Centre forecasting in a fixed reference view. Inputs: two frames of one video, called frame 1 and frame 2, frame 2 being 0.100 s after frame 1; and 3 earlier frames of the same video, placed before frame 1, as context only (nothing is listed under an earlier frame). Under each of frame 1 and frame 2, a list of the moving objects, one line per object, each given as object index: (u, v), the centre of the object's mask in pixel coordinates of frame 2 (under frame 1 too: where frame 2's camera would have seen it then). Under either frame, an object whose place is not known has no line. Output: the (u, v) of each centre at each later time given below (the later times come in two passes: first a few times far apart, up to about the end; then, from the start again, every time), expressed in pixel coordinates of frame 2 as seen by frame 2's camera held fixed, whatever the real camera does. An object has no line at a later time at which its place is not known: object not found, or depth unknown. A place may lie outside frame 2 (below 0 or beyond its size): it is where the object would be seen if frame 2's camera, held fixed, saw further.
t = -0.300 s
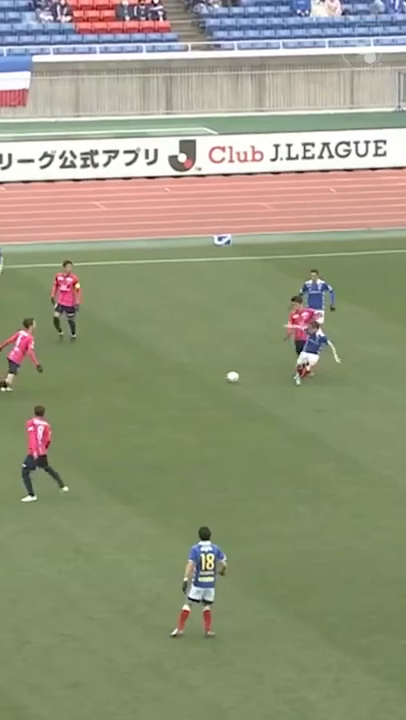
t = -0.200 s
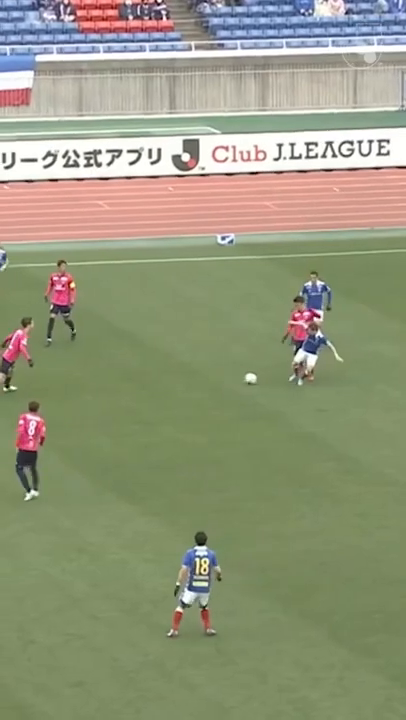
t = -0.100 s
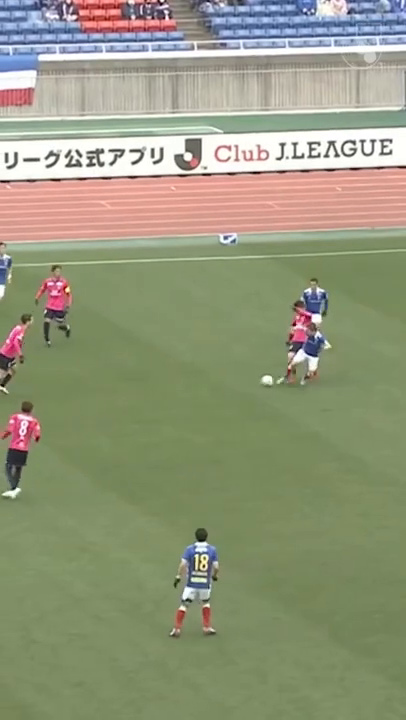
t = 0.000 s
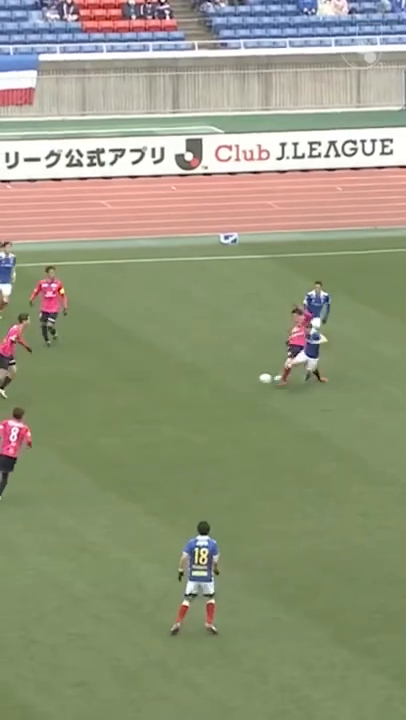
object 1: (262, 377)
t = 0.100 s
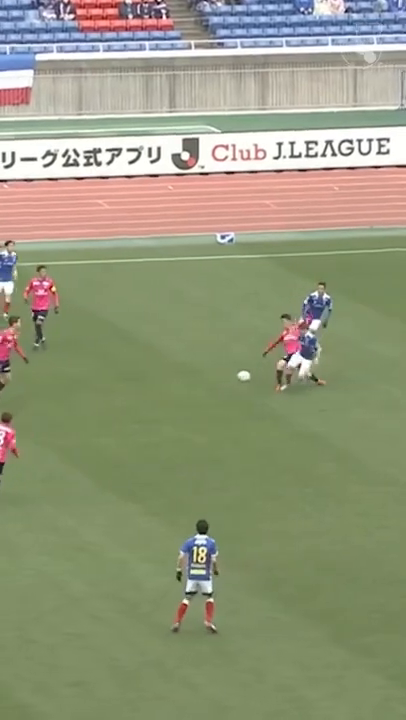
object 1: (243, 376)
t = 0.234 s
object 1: (219, 381)
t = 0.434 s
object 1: (181, 407)
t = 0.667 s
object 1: (147, 411)
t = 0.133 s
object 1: (237, 376)
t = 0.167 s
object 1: (232, 377)
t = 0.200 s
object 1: (225, 379)
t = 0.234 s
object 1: (219, 381)
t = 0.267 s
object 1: (212, 383)
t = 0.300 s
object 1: (206, 387)
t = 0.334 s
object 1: (200, 391)
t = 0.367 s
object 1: (193, 396)
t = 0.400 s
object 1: (187, 401)
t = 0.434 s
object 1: (181, 407)
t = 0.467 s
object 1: (175, 412)
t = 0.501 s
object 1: (169, 411)
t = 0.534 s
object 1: (166, 410)
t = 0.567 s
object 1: (160, 409)
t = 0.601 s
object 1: (156, 410)
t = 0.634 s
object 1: (151, 410)
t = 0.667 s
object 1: (147, 411)
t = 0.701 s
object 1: (141, 414)
